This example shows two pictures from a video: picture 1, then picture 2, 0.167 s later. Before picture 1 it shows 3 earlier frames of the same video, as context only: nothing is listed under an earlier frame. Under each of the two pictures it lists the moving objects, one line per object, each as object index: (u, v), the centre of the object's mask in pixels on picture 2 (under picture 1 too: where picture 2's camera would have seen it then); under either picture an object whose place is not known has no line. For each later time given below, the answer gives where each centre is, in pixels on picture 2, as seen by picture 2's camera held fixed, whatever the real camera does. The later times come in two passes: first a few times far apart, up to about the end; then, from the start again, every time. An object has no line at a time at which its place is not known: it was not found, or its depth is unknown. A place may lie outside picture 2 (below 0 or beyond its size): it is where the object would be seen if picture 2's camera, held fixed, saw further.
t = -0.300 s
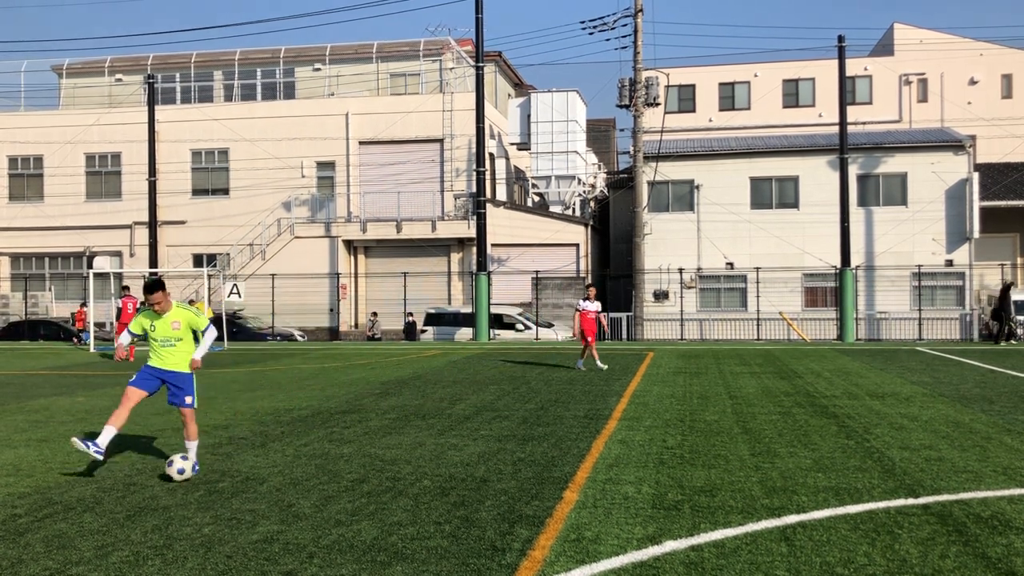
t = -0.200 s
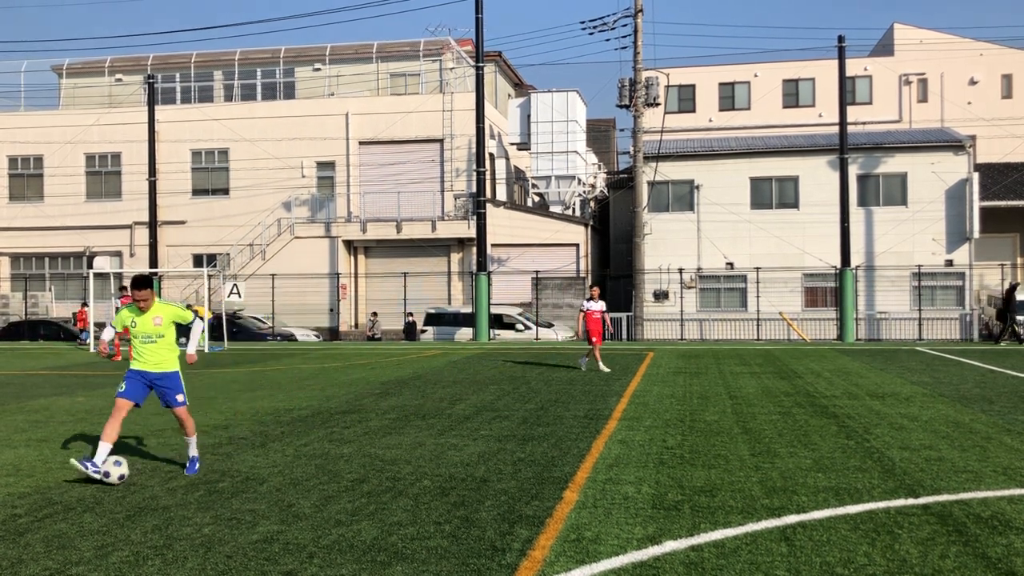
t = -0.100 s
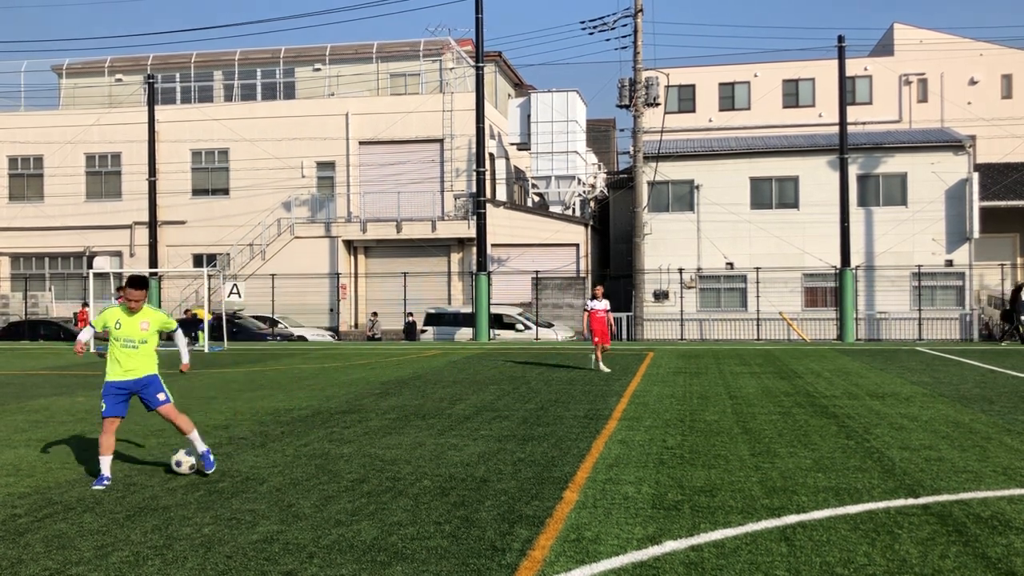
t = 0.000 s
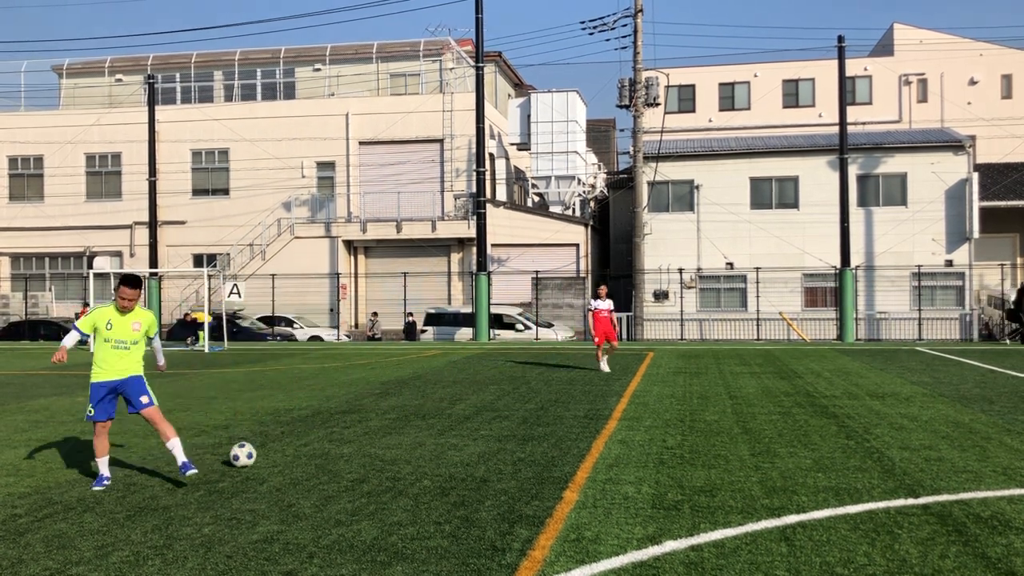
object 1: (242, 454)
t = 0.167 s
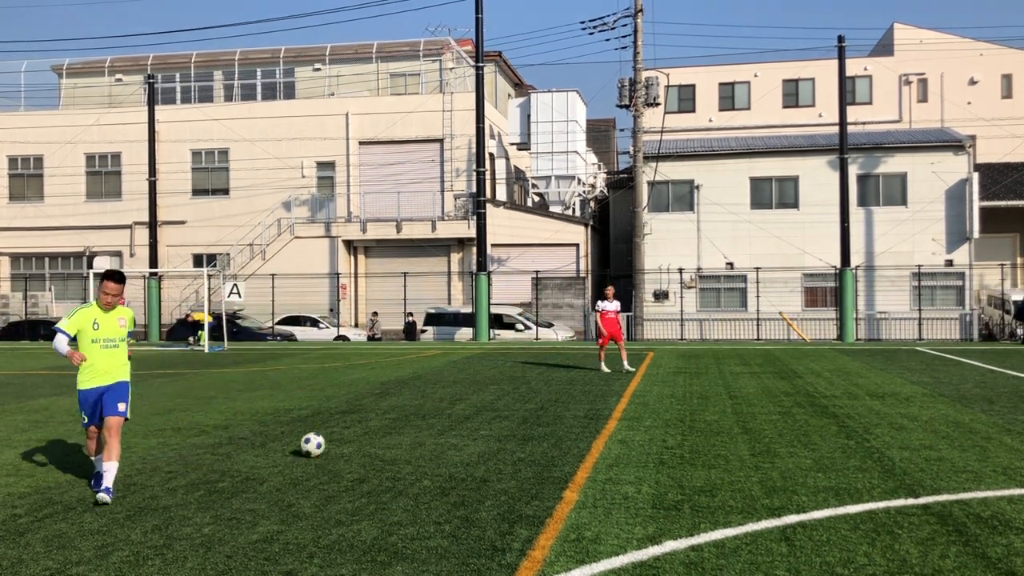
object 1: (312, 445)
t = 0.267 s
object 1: (343, 440)
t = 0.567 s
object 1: (405, 430)
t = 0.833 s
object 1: (449, 425)
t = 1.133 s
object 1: (492, 419)
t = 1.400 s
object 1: (524, 414)
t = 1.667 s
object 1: (552, 411)
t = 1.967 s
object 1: (579, 407)
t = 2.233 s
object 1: (598, 404)
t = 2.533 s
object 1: (617, 402)
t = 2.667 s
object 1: (625, 401)
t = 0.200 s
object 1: (323, 442)
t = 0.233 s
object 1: (334, 442)
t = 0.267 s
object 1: (343, 440)
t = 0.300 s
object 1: (352, 439)
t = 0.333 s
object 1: (359, 438)
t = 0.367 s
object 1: (367, 437)
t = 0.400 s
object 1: (373, 436)
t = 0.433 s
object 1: (380, 435)
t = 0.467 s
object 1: (386, 434)
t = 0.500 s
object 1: (393, 433)
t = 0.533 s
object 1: (399, 432)
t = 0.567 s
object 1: (405, 430)
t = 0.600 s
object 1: (410, 431)
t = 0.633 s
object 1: (416, 429)
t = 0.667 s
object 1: (421, 429)
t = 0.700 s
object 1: (427, 428)
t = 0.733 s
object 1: (433, 428)
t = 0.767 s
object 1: (438, 426)
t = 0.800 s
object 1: (444, 425)
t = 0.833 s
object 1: (449, 425)
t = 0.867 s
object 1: (454, 425)
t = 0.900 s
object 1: (459, 424)
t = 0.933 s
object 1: (464, 422)
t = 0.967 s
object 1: (468, 422)
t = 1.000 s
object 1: (474, 422)
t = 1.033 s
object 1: (478, 421)
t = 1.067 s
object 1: (482, 420)
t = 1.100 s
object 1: (487, 420)
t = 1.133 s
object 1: (492, 419)
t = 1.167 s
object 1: (496, 418)
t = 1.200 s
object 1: (500, 418)
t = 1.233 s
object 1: (504, 417)
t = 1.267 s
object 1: (509, 416)
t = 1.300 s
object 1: (512, 416)
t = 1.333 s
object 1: (516, 416)
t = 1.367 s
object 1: (521, 415)
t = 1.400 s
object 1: (524, 414)
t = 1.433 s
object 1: (528, 414)
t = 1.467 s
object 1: (531, 414)
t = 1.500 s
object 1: (536, 413)
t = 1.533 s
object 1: (539, 413)
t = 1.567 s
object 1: (542, 413)
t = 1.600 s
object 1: (546, 412)
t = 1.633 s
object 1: (549, 411)
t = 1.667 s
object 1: (552, 411)
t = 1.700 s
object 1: (555, 410)
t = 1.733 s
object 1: (558, 410)
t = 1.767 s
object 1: (561, 410)
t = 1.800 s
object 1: (565, 409)
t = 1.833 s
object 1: (568, 408)
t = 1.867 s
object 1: (571, 408)
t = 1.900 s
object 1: (573, 408)
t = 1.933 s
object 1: (576, 408)
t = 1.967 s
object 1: (579, 407)
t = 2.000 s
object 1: (582, 407)
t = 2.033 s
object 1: (584, 406)
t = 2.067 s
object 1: (586, 406)
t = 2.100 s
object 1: (589, 406)
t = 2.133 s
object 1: (591, 405)
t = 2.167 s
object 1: (594, 405)
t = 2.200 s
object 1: (596, 404)
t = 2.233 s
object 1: (598, 404)
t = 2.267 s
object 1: (600, 404)
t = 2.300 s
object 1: (603, 404)
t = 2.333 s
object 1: (604, 403)
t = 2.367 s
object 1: (607, 403)
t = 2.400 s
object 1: (609, 403)
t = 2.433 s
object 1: (611, 403)
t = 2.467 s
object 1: (613, 402)
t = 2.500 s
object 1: (615, 402)
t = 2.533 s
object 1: (617, 402)
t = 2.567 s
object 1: (619, 402)
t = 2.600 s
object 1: (621, 401)
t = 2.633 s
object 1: (622, 401)
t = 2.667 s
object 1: (625, 401)
